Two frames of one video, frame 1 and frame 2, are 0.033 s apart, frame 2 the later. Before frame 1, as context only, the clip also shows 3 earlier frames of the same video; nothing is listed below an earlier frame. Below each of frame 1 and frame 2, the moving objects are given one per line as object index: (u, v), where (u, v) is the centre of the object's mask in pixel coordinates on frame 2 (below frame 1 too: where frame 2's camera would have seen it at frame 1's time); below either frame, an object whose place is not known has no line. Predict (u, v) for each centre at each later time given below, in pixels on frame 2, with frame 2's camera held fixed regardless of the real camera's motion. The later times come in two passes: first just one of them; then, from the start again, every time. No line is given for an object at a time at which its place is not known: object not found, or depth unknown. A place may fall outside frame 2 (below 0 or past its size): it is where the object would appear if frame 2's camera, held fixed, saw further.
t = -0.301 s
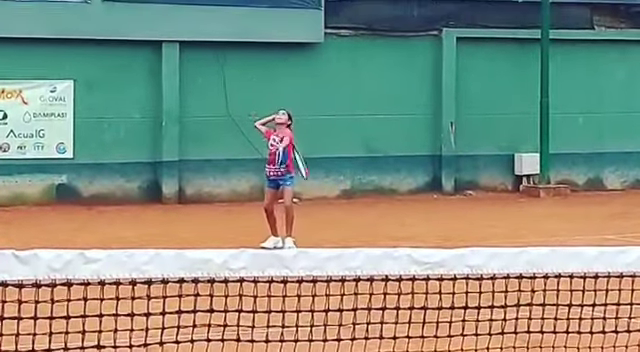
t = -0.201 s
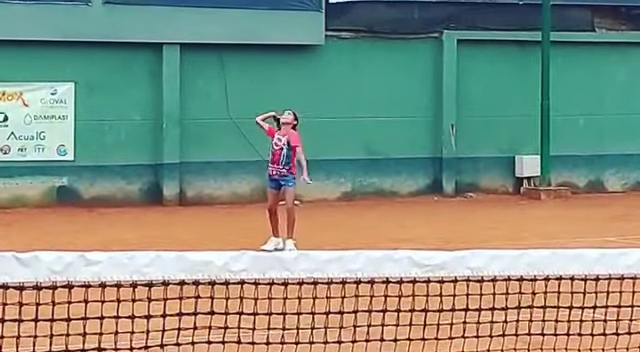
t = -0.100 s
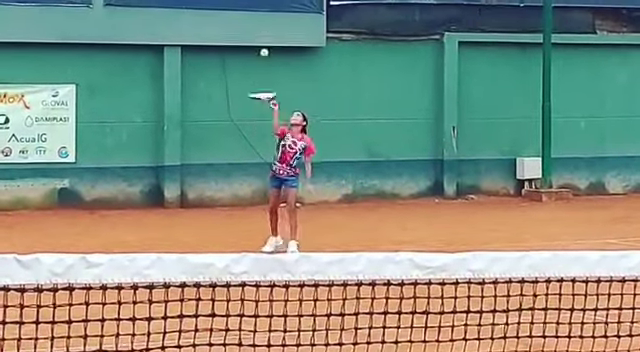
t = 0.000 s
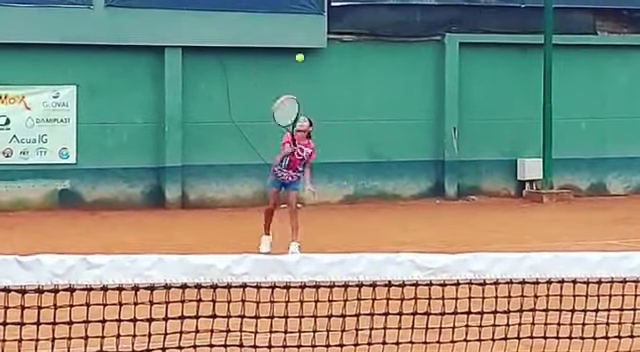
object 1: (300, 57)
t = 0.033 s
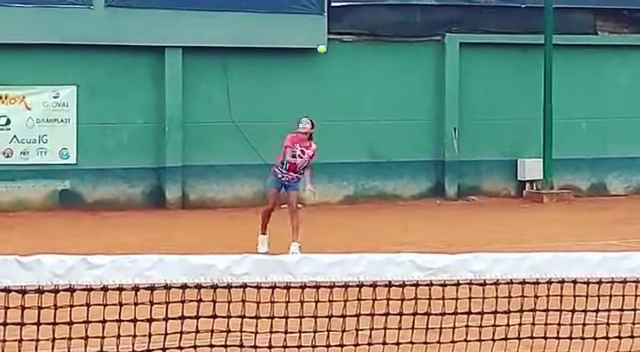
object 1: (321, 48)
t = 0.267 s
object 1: (523, 9)
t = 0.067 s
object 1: (345, 40)
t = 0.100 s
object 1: (369, 33)
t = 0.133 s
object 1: (396, 26)
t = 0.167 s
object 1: (424, 20)
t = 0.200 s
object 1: (454, 15)
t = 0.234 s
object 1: (487, 12)
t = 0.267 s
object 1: (523, 9)
